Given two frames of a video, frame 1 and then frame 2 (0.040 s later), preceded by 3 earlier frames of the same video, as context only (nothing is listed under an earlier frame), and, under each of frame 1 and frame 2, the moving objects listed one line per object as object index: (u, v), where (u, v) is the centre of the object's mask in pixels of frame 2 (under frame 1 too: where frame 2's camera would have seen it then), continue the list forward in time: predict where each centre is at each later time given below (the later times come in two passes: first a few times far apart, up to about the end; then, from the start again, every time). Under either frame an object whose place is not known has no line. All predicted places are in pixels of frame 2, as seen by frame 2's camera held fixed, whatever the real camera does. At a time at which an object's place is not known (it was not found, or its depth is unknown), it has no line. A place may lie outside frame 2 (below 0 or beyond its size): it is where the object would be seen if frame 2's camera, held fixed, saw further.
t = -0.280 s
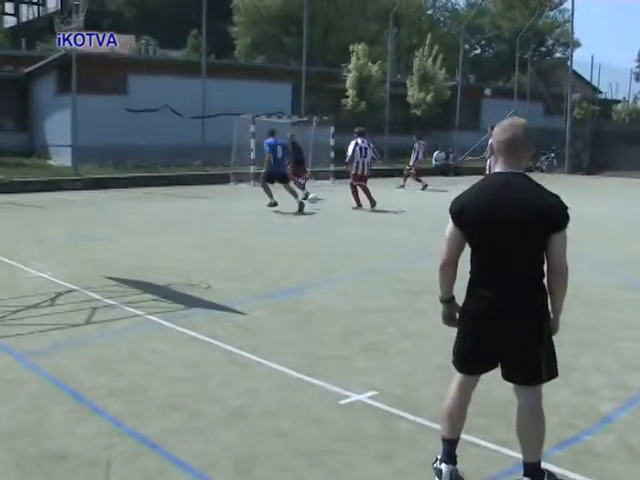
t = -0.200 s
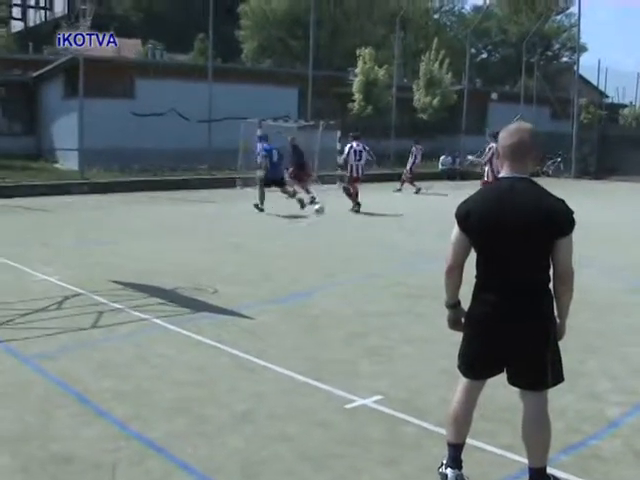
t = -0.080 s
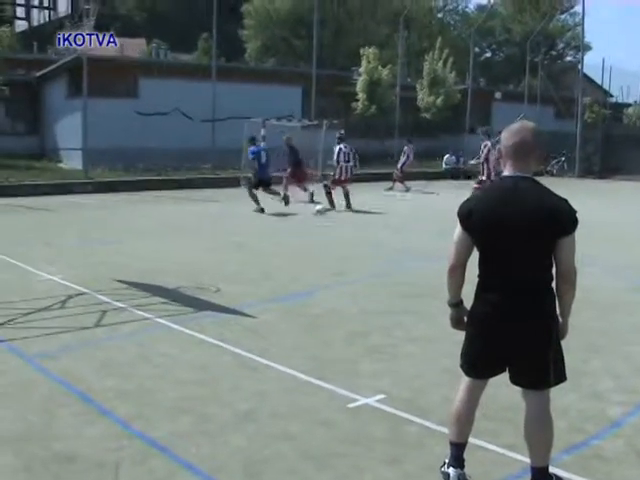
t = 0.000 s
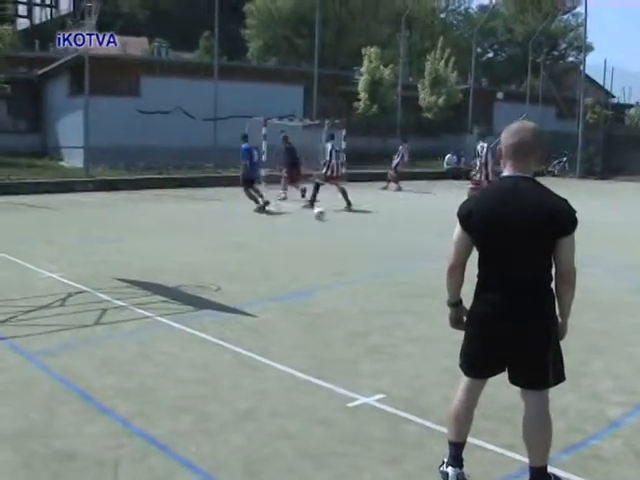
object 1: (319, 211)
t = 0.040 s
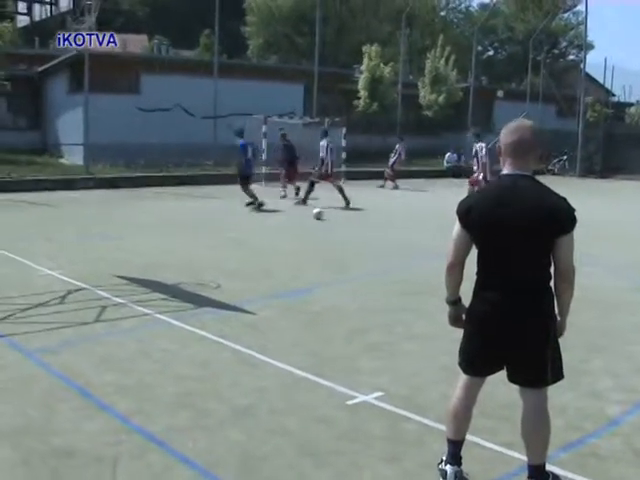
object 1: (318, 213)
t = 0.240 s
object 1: (312, 220)
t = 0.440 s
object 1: (306, 228)
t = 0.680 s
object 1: (298, 238)
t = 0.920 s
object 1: (289, 249)
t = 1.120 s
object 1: (280, 261)
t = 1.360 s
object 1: (268, 277)
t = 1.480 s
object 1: (261, 287)
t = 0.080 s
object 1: (317, 214)
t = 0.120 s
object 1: (315, 215)
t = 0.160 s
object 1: (315, 217)
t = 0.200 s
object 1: (314, 218)
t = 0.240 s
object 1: (312, 220)
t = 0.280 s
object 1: (311, 221)
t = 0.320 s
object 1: (310, 222)
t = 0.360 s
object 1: (309, 224)
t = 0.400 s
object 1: (307, 225)
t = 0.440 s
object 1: (306, 228)
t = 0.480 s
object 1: (305, 229)
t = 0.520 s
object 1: (303, 231)
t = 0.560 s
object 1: (302, 232)
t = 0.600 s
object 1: (301, 234)
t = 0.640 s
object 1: (299, 236)
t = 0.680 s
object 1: (298, 238)
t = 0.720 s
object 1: (297, 239)
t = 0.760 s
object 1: (295, 241)
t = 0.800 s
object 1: (294, 243)
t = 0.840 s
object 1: (292, 245)
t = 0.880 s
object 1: (291, 247)
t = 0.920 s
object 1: (289, 249)
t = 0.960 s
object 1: (287, 251)
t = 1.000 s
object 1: (285, 253)
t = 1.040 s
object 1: (283, 255)
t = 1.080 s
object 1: (281, 258)
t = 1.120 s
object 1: (280, 261)
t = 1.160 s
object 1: (278, 263)
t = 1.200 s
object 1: (276, 266)
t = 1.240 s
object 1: (274, 269)
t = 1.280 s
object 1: (272, 272)
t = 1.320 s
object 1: (270, 274)
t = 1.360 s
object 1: (268, 277)
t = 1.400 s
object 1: (266, 281)
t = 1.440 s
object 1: (264, 284)
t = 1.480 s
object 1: (261, 287)
